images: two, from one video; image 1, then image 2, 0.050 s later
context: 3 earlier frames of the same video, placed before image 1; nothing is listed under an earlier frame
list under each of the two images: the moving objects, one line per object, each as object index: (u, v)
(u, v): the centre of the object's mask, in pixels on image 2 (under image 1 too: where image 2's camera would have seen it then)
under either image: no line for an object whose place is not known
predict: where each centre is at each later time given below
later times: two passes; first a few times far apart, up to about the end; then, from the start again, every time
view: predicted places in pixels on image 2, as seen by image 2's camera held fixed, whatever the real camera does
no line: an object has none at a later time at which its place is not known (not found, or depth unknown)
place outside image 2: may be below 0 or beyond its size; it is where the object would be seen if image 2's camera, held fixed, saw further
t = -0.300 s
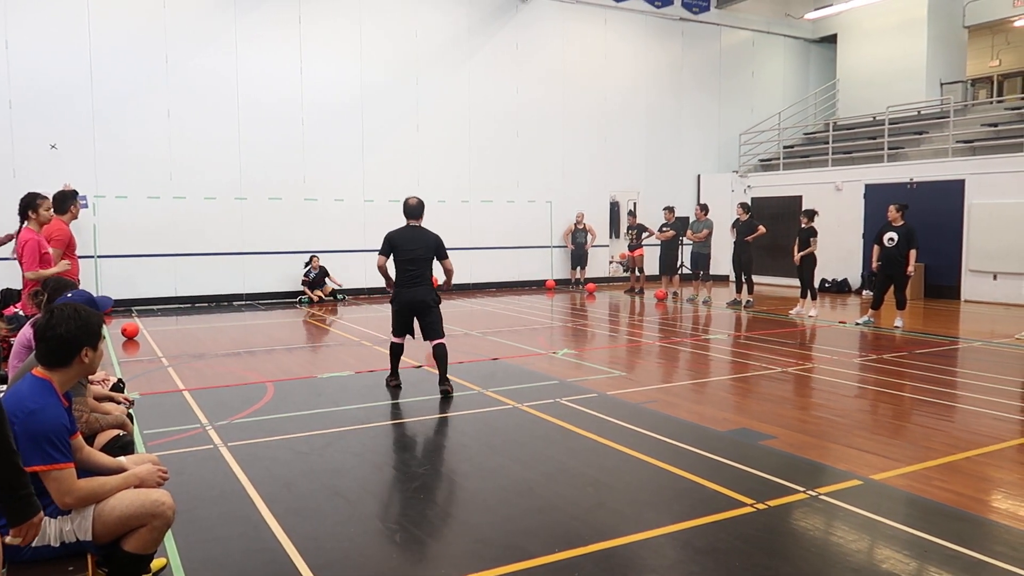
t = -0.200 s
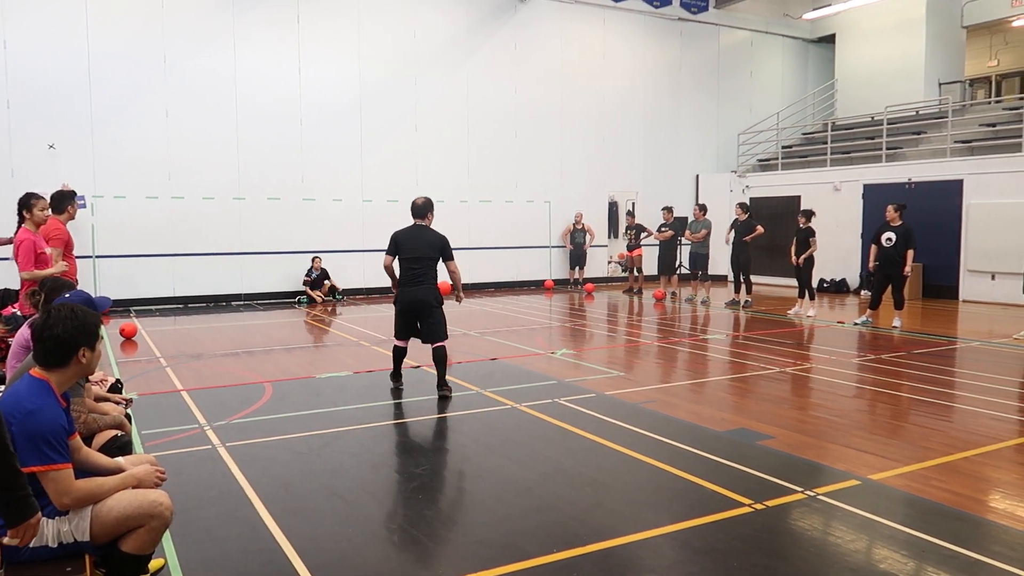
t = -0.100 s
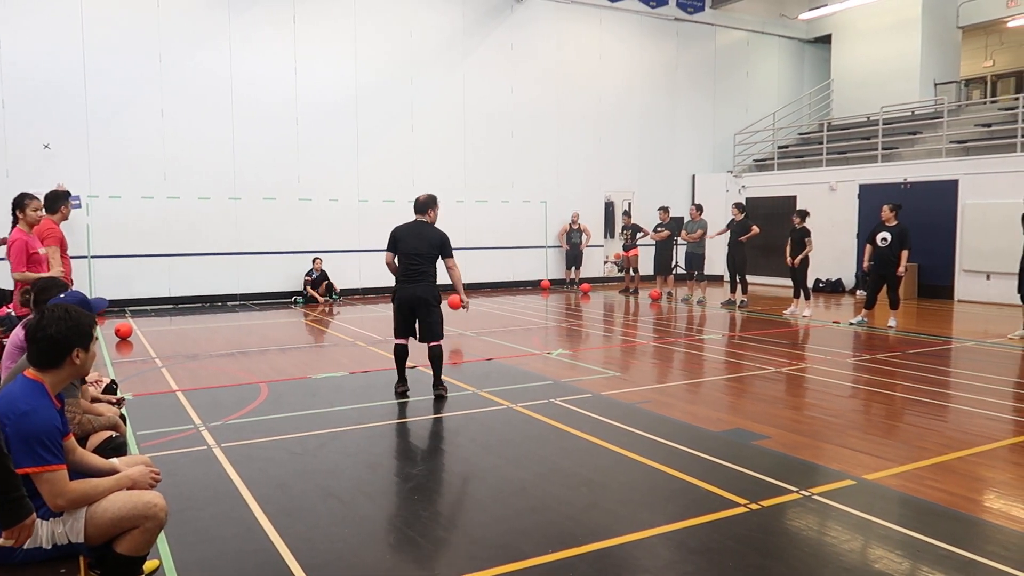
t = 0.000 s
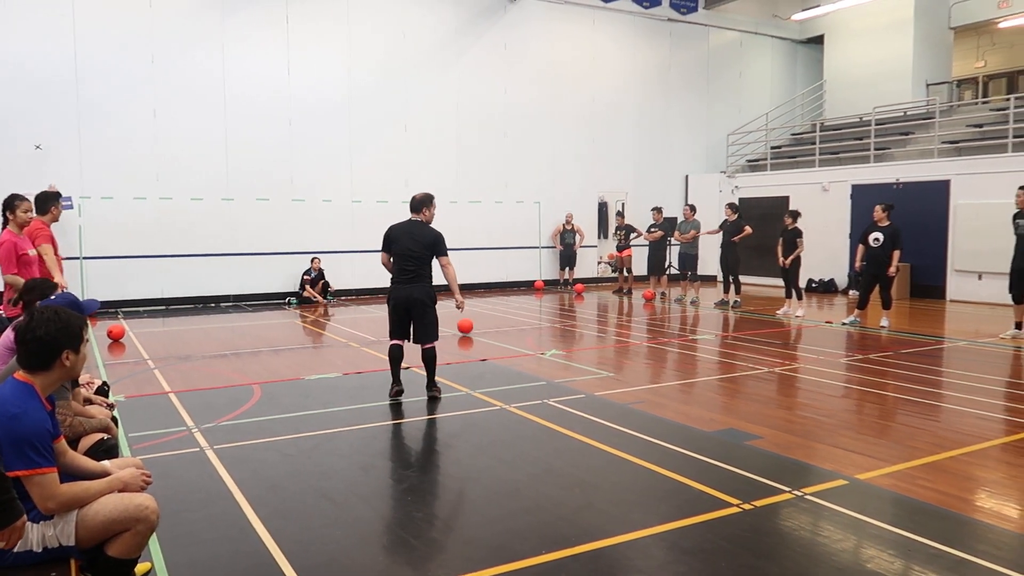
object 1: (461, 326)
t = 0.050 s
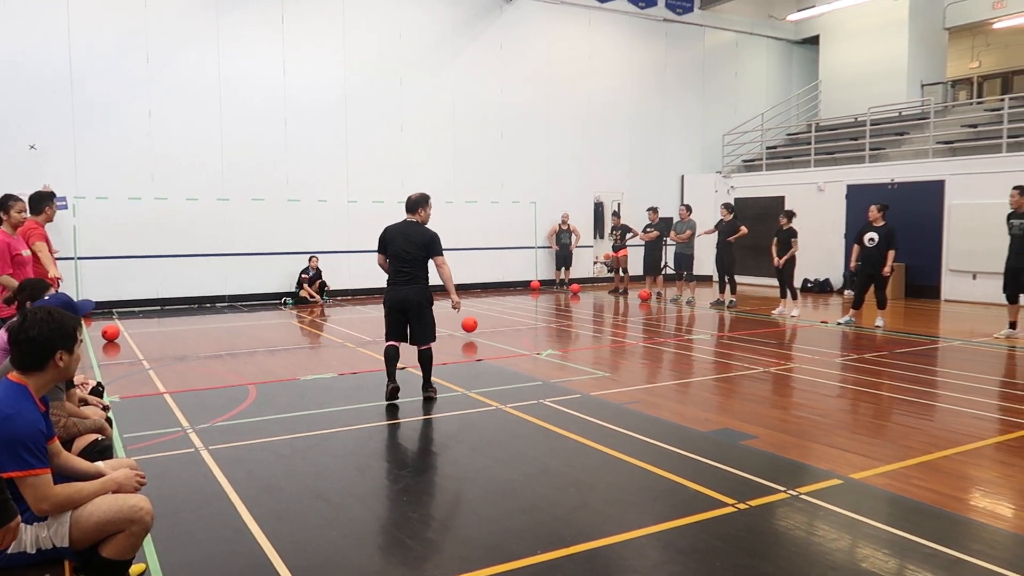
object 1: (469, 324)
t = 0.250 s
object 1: (505, 319)
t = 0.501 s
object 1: (557, 345)
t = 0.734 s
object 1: (614, 360)
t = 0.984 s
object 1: (686, 379)
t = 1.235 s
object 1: (773, 404)
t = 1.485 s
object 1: (882, 431)
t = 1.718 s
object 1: (1007, 465)
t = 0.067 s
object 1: (472, 322)
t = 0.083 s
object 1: (475, 321)
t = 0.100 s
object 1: (478, 320)
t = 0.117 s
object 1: (481, 319)
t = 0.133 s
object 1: (484, 318)
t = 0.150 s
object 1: (486, 317)
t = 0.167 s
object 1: (490, 317)
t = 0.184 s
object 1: (493, 317)
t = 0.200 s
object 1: (496, 317)
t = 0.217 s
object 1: (499, 317)
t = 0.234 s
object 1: (502, 318)
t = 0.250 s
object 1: (505, 319)
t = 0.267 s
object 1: (508, 320)
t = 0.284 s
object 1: (511, 321)
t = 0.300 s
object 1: (515, 323)
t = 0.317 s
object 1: (518, 325)
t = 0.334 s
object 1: (521, 327)
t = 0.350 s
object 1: (525, 329)
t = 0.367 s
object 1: (528, 332)
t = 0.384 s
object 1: (532, 335)
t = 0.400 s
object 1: (535, 338)
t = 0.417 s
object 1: (539, 342)
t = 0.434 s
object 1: (542, 345)
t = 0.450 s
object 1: (546, 349)
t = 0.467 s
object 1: (550, 348)
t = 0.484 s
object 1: (553, 346)
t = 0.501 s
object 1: (557, 345)
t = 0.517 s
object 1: (561, 344)
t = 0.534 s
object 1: (565, 344)
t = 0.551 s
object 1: (568, 344)
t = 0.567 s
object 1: (572, 344)
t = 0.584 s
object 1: (576, 344)
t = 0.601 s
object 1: (580, 345)
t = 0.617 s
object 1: (584, 345)
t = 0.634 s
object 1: (588, 346)
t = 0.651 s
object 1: (592, 348)
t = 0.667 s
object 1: (596, 350)
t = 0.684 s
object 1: (601, 351)
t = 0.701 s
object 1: (604, 354)
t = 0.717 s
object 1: (609, 357)
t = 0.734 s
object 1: (614, 360)
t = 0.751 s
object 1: (618, 363)
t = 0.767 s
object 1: (623, 367)
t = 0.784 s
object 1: (627, 368)
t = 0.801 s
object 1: (632, 367)
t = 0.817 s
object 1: (636, 367)
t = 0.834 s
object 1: (641, 366)
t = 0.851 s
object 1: (646, 367)
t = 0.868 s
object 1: (650, 367)
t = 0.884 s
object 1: (655, 368)
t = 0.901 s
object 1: (660, 369)
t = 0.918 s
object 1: (665, 370)
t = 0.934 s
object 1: (670, 372)
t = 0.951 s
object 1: (675, 374)
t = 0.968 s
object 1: (681, 377)
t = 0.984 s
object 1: (686, 379)
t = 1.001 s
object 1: (691, 383)
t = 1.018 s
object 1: (697, 386)
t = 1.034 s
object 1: (702, 387)
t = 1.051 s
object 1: (708, 387)
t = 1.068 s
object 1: (713, 387)
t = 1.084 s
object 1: (719, 389)
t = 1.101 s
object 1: (725, 389)
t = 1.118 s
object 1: (730, 391)
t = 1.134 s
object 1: (736, 393)
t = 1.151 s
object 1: (742, 395)
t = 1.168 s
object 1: (748, 398)
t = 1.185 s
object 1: (754, 401)
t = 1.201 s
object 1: (761, 402)
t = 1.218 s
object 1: (767, 403)
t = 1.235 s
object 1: (773, 404)
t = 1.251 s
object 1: (780, 405)
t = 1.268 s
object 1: (787, 407)
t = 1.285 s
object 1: (793, 410)
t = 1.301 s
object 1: (800, 412)
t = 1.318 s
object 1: (807, 414)
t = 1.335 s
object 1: (814, 415)
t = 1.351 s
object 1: (821, 416)
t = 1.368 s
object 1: (828, 417)
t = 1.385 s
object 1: (836, 420)
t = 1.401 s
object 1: (843, 422)
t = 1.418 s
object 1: (851, 425)
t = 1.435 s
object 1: (859, 426)
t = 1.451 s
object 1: (866, 427)
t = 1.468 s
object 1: (874, 429)
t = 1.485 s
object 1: (882, 431)
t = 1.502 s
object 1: (890, 434)
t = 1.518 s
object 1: (899, 437)
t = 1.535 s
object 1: (907, 439)
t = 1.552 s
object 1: (916, 440)
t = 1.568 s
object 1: (925, 443)
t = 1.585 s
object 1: (934, 445)
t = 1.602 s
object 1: (943, 449)
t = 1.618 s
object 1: (952, 451)
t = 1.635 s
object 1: (961, 453)
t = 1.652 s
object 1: (971, 455)
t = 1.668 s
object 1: (981, 457)
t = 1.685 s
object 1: (990, 461)
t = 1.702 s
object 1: (1000, 464)
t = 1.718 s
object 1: (1007, 465)
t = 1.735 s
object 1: (1011, 467)
